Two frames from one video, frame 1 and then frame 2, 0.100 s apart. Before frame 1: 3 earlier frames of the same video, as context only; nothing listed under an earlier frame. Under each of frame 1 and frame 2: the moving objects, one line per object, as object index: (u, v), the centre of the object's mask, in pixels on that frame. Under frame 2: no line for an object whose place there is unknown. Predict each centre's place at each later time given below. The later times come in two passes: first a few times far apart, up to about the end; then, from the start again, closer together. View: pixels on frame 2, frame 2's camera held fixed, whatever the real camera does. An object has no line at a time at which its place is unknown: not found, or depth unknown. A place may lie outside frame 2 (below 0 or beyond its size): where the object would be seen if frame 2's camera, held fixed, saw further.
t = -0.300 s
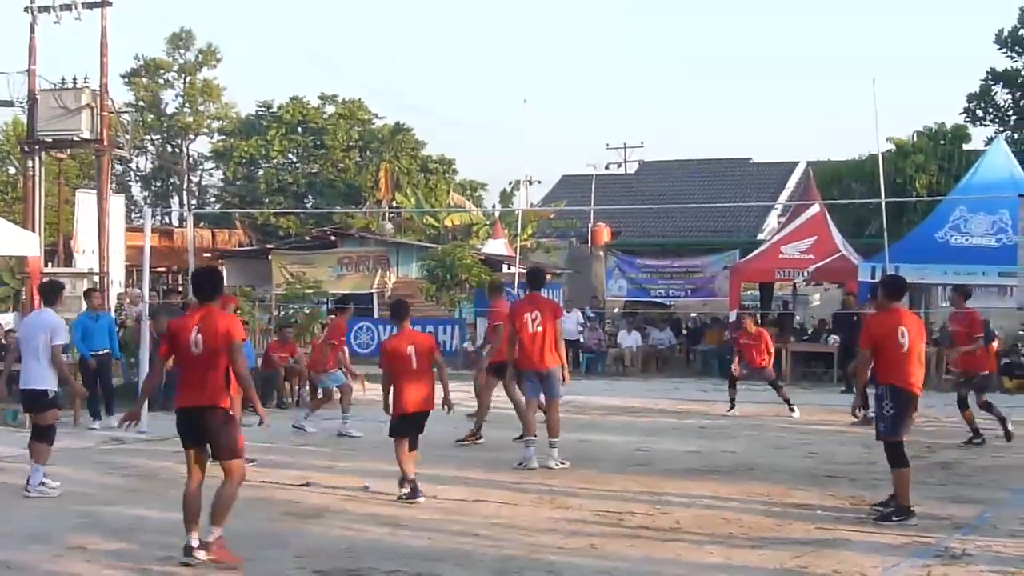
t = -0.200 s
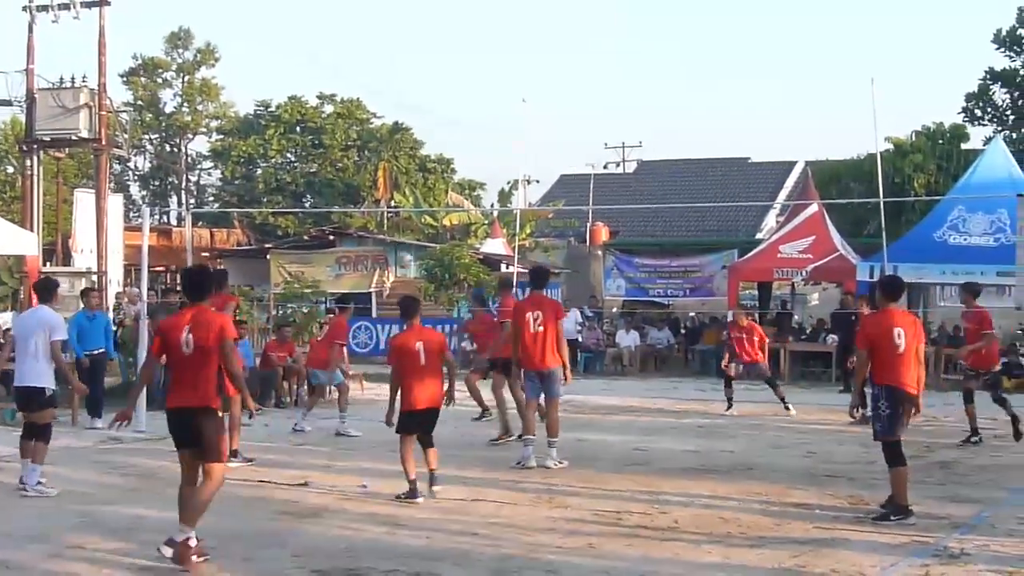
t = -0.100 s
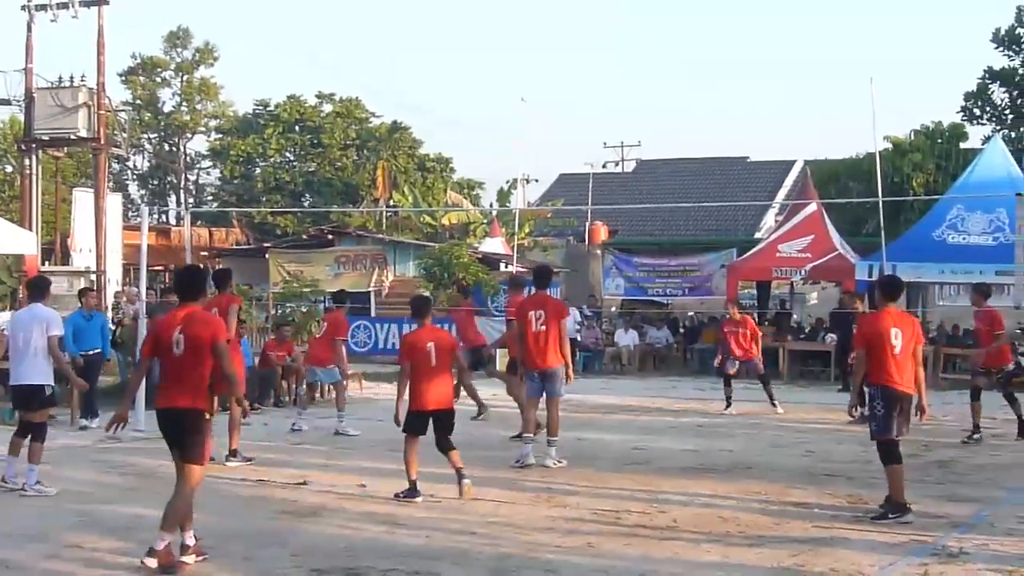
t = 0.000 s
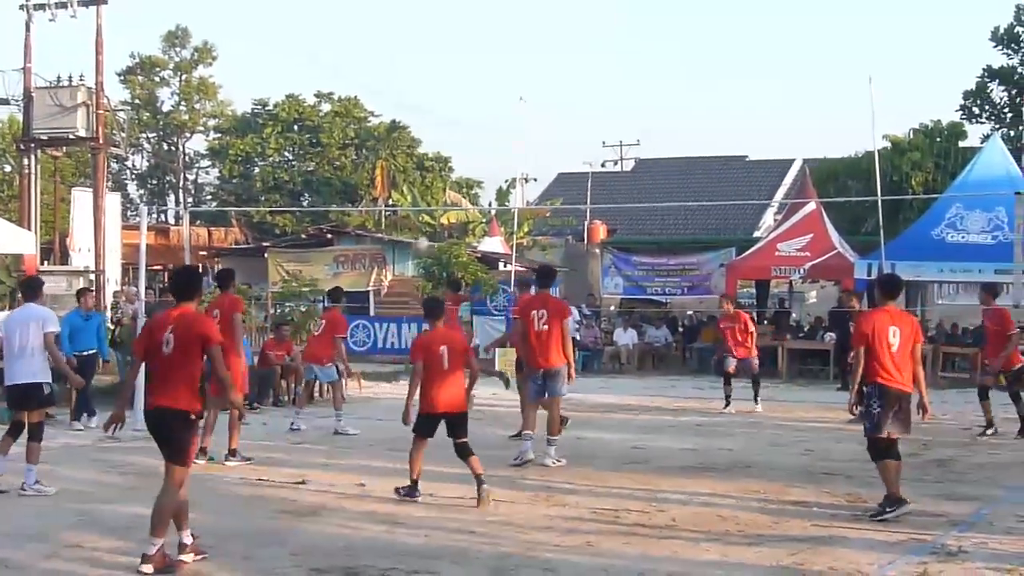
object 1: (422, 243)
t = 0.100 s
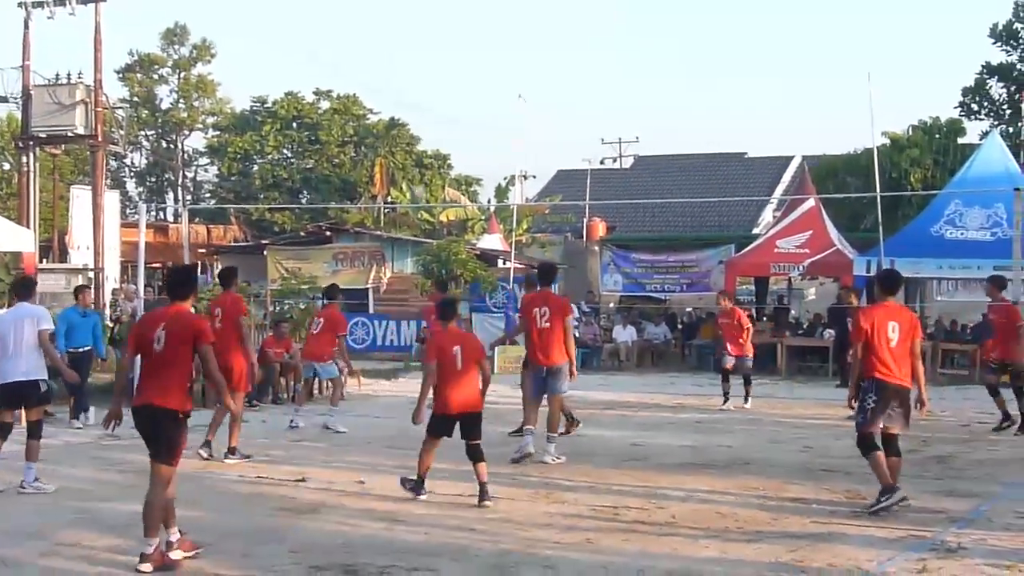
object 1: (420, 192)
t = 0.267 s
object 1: (412, 126)
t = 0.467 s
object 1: (411, 77)
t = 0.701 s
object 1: (409, 56)
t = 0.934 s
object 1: (409, 82)
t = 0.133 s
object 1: (418, 177)
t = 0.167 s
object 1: (418, 163)
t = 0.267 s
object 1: (412, 126)
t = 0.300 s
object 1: (412, 119)
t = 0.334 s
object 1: (413, 108)
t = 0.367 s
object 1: (413, 100)
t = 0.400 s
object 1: (413, 91)
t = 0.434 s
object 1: (412, 84)
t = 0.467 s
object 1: (411, 77)
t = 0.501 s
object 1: (411, 72)
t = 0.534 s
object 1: (410, 67)
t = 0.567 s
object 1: (411, 63)
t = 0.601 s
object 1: (410, 60)
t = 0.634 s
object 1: (410, 59)
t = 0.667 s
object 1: (409, 57)
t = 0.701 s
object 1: (409, 56)
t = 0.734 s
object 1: (409, 57)
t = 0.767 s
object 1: (409, 59)
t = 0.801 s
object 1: (409, 61)
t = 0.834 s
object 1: (409, 66)
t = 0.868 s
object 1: (407, 70)
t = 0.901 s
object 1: (408, 76)
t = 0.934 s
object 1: (409, 82)
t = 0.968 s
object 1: (407, 90)
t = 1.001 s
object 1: (409, 99)
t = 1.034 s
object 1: (410, 109)
